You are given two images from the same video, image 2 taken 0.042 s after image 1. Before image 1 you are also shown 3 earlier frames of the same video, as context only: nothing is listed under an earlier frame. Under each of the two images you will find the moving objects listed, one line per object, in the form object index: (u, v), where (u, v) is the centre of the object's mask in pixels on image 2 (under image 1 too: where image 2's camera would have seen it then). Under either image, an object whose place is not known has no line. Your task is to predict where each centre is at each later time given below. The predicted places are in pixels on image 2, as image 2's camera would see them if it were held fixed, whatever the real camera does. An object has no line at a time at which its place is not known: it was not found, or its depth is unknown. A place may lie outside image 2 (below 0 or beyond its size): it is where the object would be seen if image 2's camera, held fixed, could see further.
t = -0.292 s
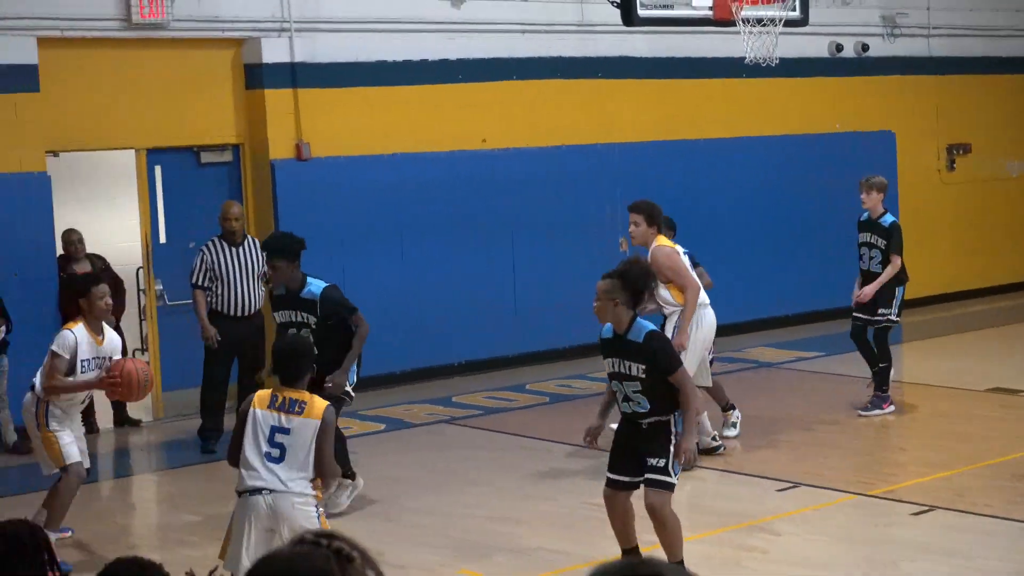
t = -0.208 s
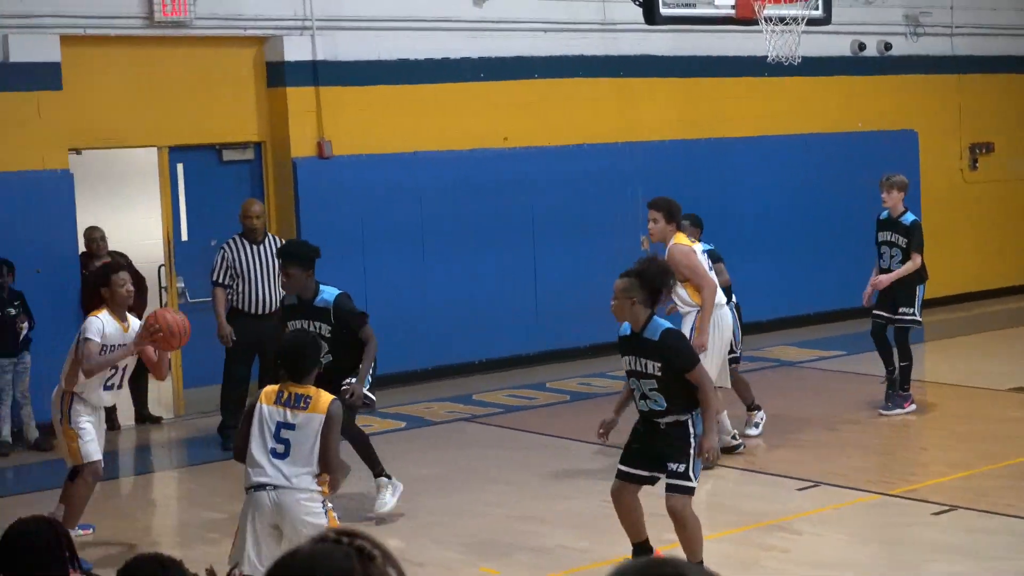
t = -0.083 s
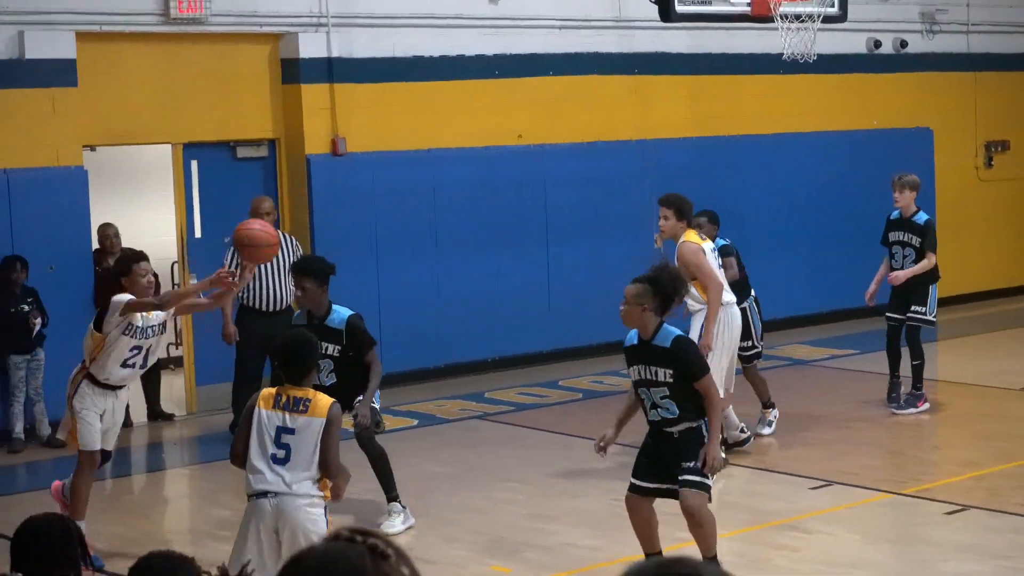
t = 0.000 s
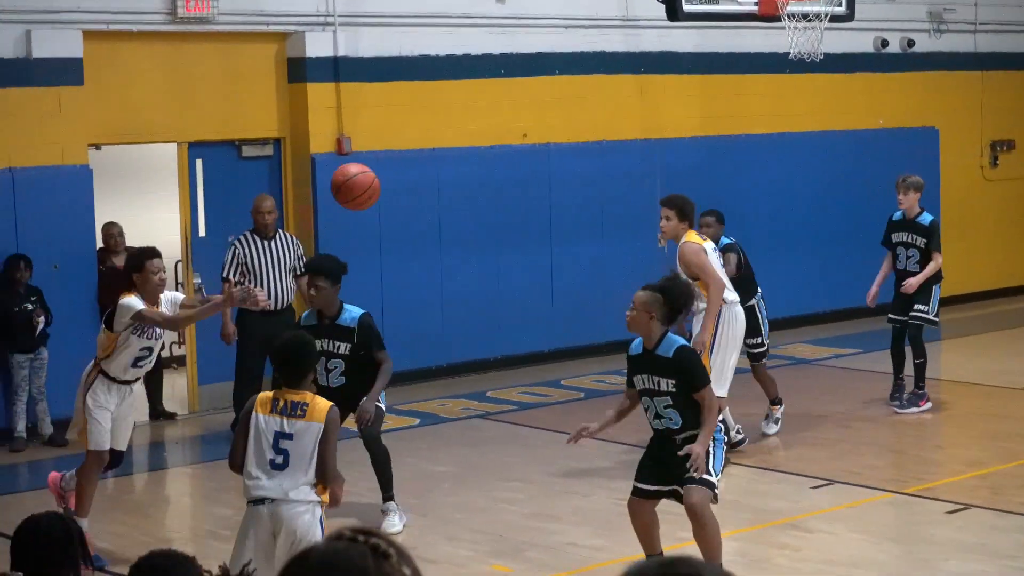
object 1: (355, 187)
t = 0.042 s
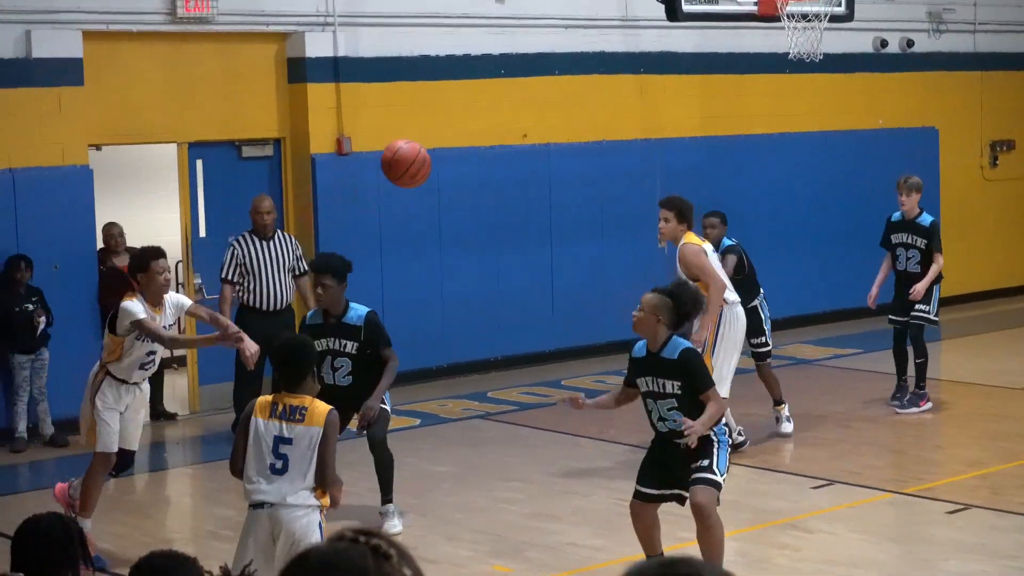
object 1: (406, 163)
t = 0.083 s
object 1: (458, 143)
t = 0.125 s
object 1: (513, 124)
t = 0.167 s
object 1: (570, 109)
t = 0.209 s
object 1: (630, 97)
